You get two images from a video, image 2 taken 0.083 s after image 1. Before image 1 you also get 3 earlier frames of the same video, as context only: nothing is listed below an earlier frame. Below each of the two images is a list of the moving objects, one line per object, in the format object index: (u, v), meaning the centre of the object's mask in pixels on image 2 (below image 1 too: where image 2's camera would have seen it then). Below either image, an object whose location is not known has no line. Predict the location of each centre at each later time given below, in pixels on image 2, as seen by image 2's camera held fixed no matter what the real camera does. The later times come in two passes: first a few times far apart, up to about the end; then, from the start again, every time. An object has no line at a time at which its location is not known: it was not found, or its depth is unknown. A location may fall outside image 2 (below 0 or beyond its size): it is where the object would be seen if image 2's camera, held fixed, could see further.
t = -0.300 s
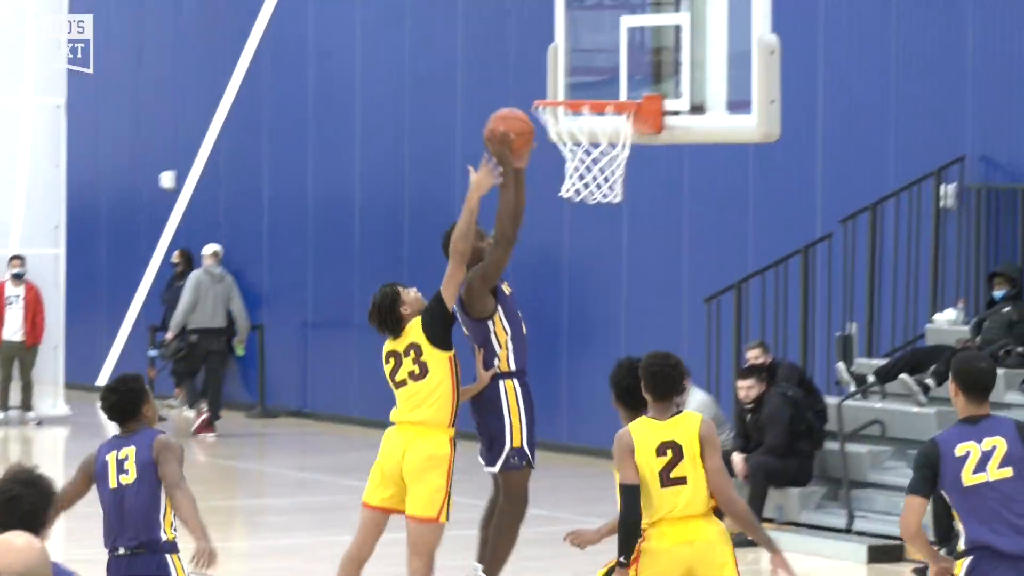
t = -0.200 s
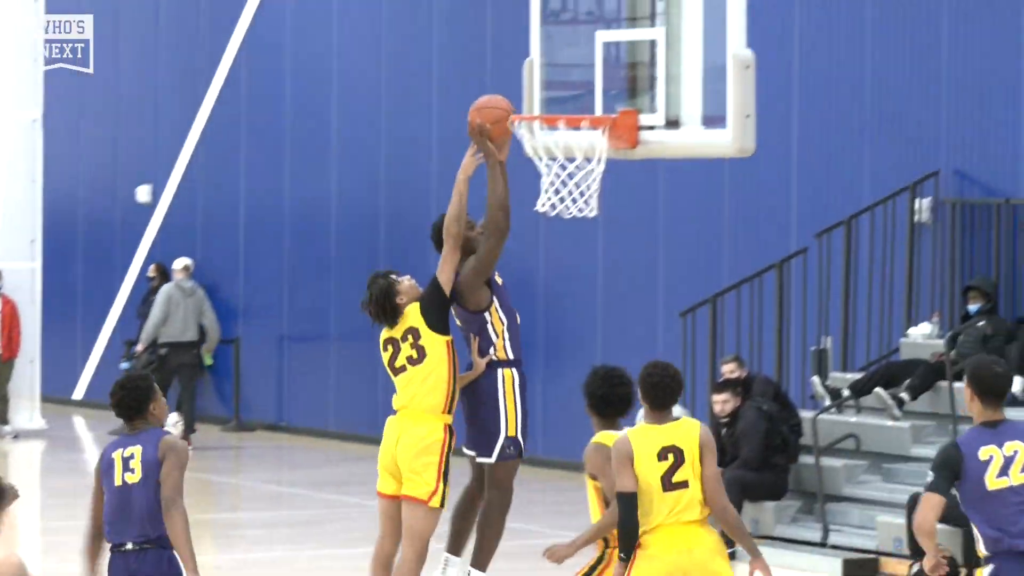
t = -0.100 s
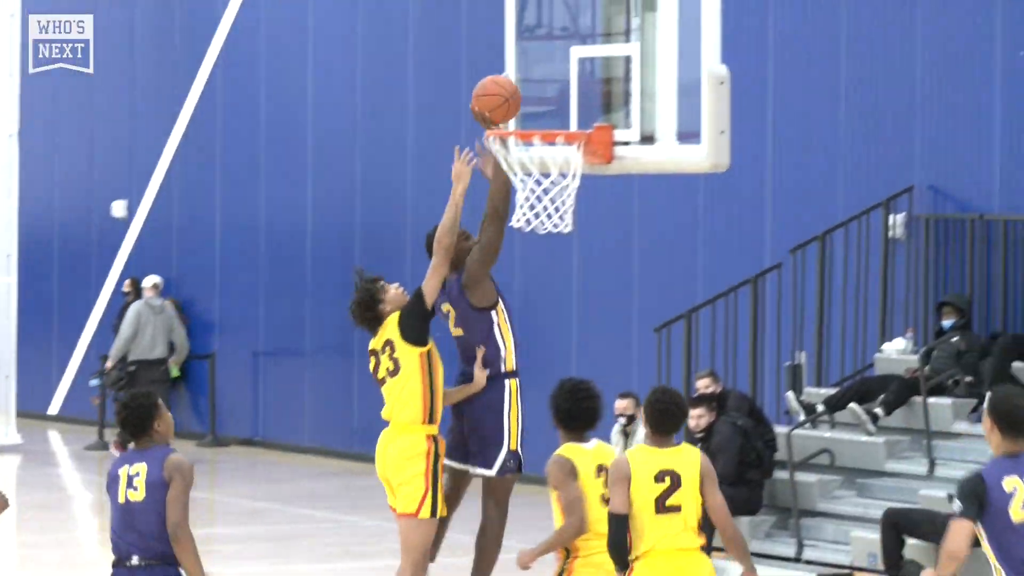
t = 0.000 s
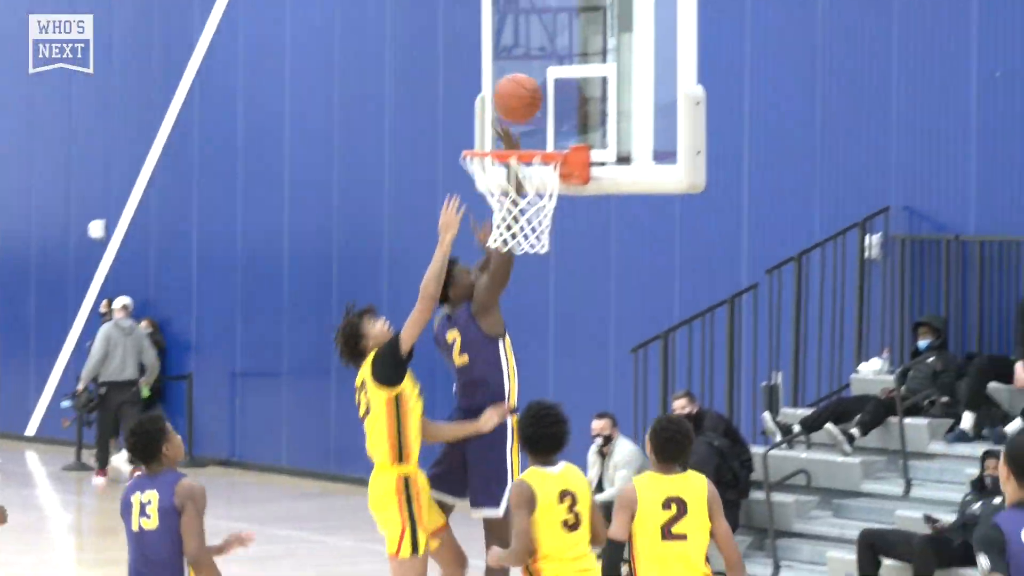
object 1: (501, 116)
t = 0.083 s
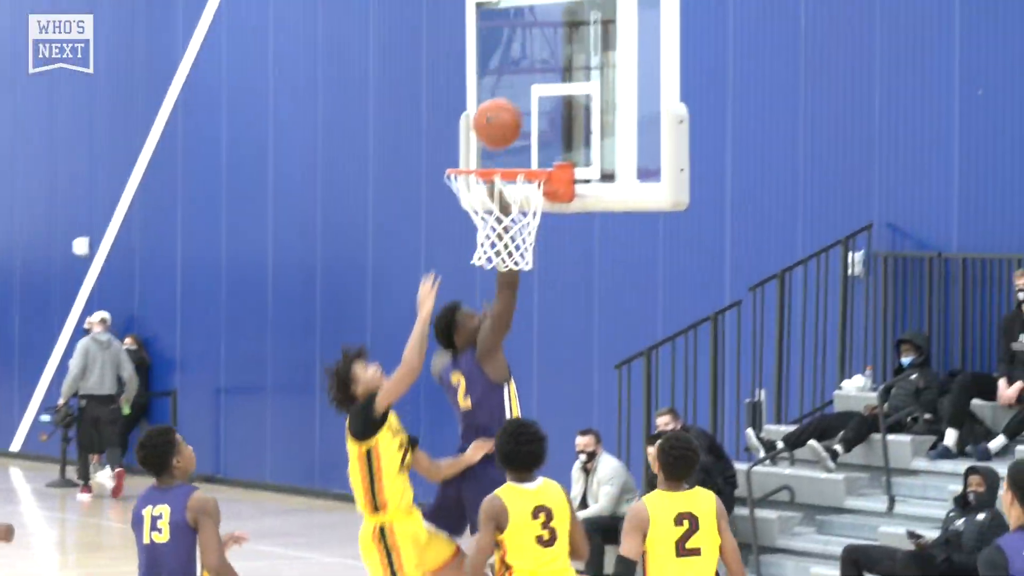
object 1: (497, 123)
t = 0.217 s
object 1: (488, 145)
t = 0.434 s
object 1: (493, 153)
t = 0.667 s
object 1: (508, 215)
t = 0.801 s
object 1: (508, 267)
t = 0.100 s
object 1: (496, 127)
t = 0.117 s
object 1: (494, 130)
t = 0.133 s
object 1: (492, 135)
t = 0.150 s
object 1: (491, 141)
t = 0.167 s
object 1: (489, 146)
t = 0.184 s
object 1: (488, 146)
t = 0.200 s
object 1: (488, 145)
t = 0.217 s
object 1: (488, 145)
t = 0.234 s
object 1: (488, 145)
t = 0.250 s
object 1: (488, 146)
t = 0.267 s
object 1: (487, 146)
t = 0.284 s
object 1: (487, 148)
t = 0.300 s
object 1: (487, 149)
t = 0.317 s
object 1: (487, 151)
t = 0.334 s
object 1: (486, 153)
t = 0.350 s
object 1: (486, 155)
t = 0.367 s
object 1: (487, 155)
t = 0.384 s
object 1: (488, 154)
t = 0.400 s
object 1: (490, 154)
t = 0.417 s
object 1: (491, 154)
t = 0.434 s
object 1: (493, 153)
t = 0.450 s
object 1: (495, 161)
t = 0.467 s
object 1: (496, 162)
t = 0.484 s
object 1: (498, 165)
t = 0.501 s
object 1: (499, 167)
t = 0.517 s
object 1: (501, 170)
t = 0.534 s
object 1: (502, 174)
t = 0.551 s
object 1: (504, 178)
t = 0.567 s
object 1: (505, 183)
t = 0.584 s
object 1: (507, 189)
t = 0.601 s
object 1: (508, 195)
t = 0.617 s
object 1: (508, 199)
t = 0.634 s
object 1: (508, 205)
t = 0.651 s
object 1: (509, 211)
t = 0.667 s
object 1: (508, 215)
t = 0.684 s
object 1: (507, 218)
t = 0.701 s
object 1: (513, 224)
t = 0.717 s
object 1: (512, 233)
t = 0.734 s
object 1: (510, 240)
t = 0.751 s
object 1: (509, 244)
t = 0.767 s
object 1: (508, 251)
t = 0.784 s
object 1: (507, 259)
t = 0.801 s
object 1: (508, 267)
